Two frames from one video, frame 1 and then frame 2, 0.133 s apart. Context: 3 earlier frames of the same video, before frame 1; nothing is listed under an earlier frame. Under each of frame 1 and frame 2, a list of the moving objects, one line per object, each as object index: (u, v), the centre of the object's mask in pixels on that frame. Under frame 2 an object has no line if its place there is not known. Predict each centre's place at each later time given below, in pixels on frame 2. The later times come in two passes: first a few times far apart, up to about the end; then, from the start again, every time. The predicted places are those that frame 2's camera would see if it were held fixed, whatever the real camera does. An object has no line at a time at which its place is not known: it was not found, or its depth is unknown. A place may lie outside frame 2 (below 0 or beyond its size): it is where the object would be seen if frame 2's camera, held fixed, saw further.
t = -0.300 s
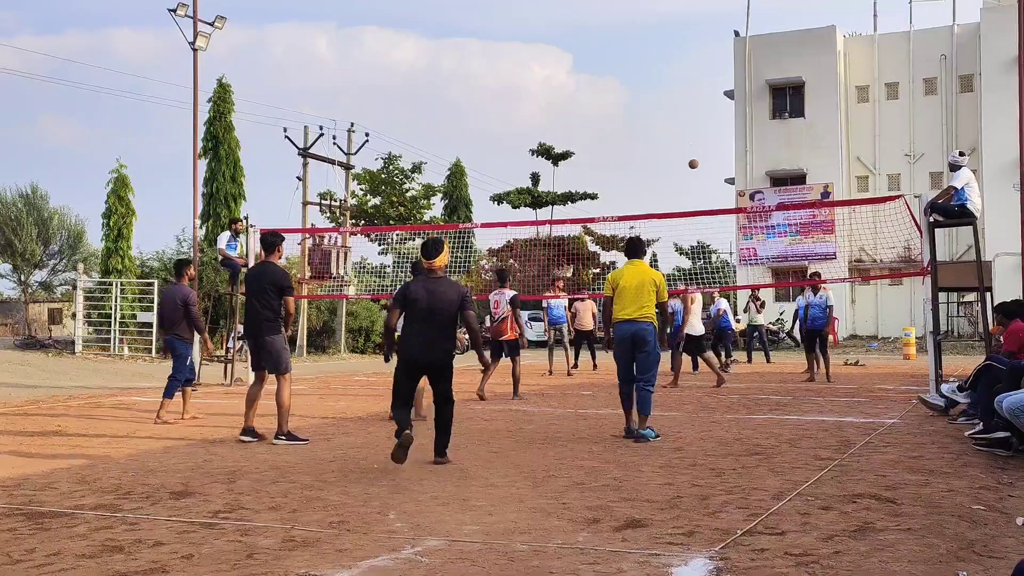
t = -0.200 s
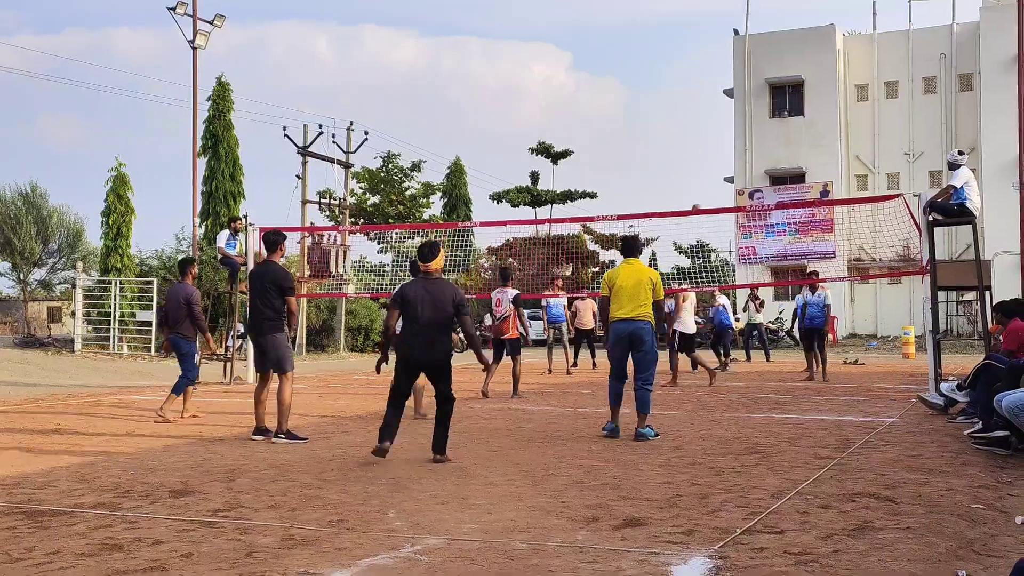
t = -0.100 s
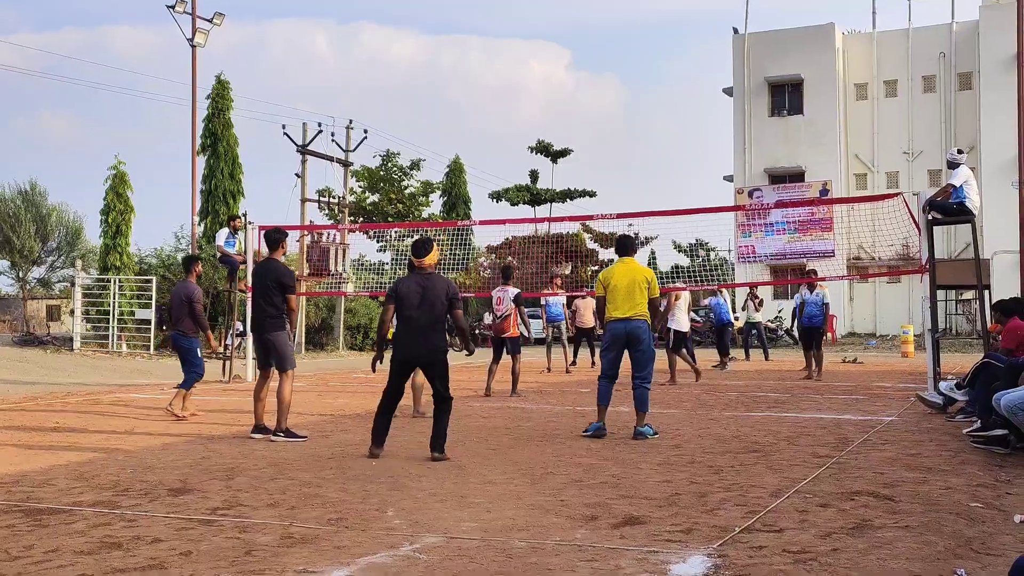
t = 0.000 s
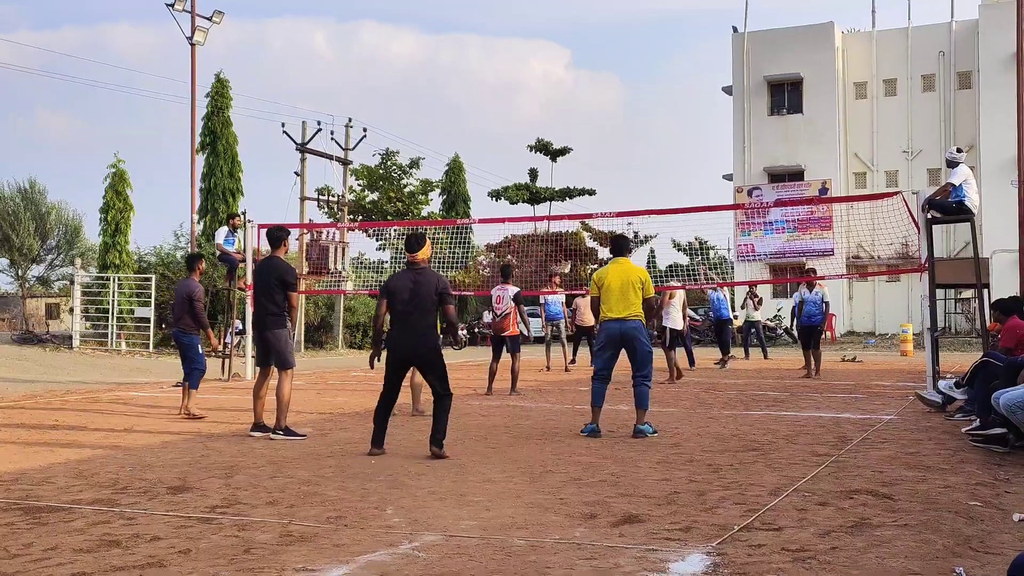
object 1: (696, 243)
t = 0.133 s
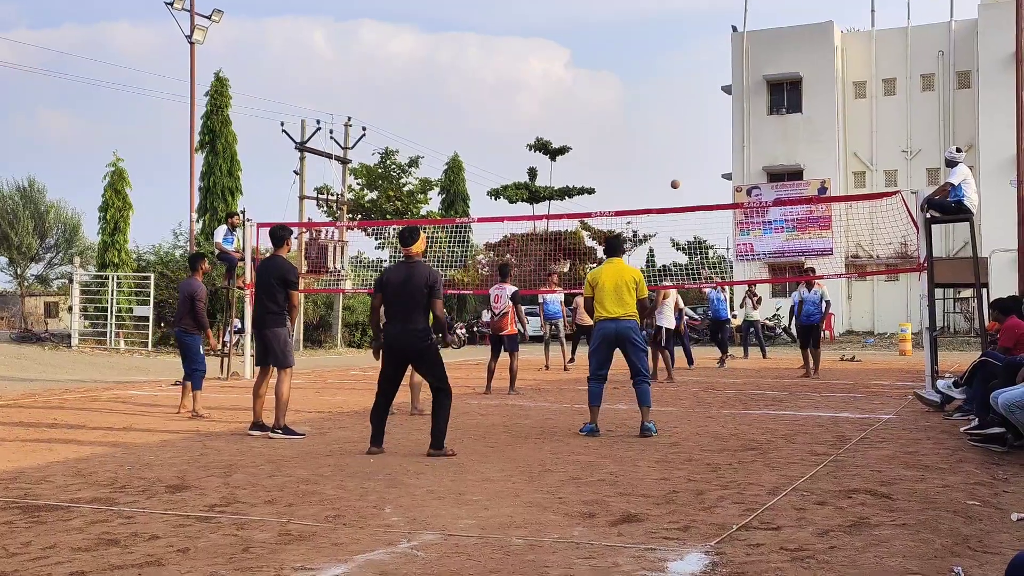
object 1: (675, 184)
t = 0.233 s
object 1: (660, 143)
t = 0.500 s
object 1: (617, 48)
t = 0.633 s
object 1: (590, 11)
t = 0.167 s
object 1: (670, 170)
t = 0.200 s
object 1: (665, 156)
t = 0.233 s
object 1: (660, 143)
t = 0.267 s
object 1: (655, 129)
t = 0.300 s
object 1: (650, 117)
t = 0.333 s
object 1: (645, 104)
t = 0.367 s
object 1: (640, 92)
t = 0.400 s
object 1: (634, 80)
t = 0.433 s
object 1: (628, 69)
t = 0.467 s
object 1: (623, 58)
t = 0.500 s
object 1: (617, 48)
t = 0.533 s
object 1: (610, 37)
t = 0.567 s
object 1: (604, 28)
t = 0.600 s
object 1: (597, 19)
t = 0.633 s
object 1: (590, 11)
